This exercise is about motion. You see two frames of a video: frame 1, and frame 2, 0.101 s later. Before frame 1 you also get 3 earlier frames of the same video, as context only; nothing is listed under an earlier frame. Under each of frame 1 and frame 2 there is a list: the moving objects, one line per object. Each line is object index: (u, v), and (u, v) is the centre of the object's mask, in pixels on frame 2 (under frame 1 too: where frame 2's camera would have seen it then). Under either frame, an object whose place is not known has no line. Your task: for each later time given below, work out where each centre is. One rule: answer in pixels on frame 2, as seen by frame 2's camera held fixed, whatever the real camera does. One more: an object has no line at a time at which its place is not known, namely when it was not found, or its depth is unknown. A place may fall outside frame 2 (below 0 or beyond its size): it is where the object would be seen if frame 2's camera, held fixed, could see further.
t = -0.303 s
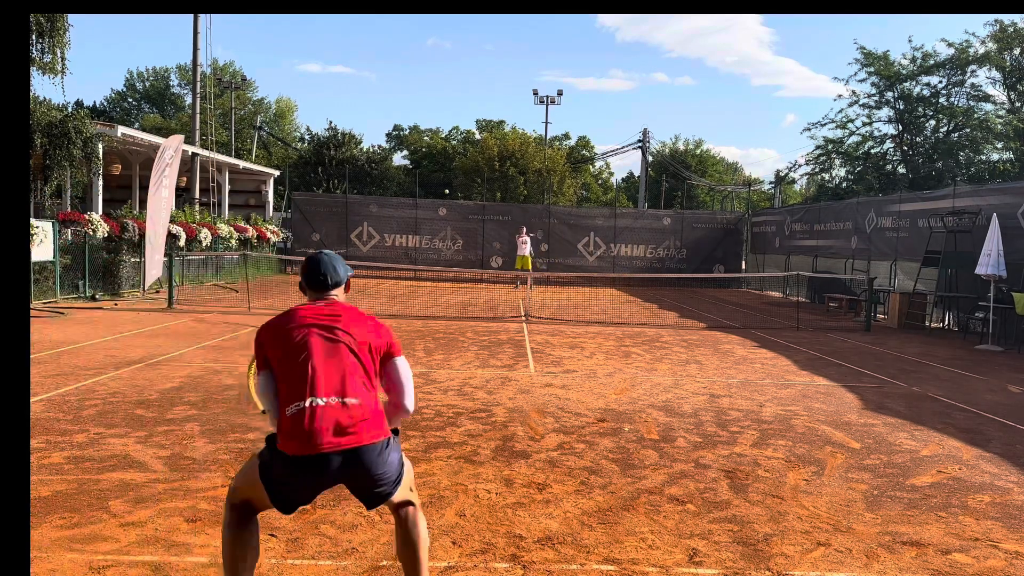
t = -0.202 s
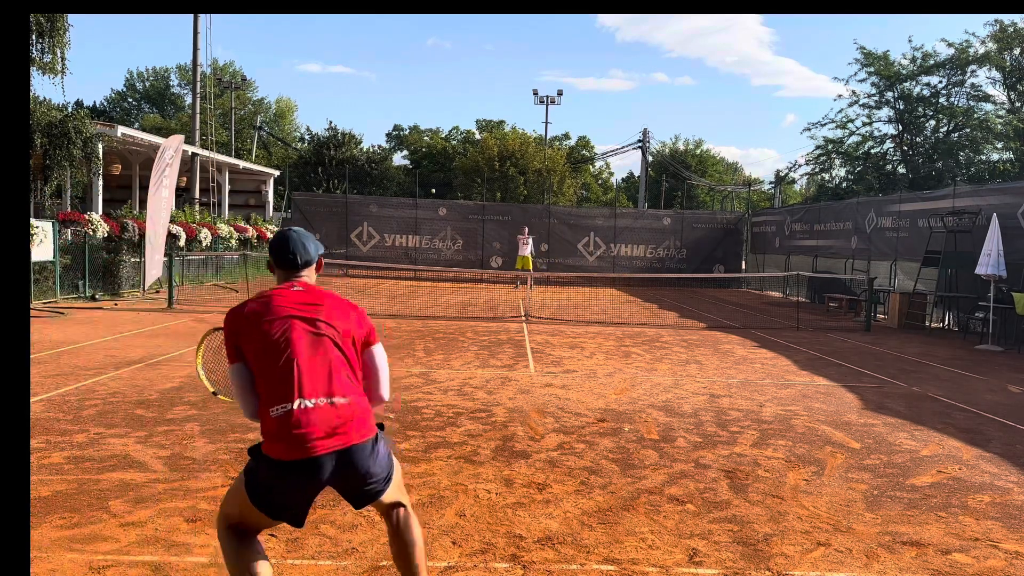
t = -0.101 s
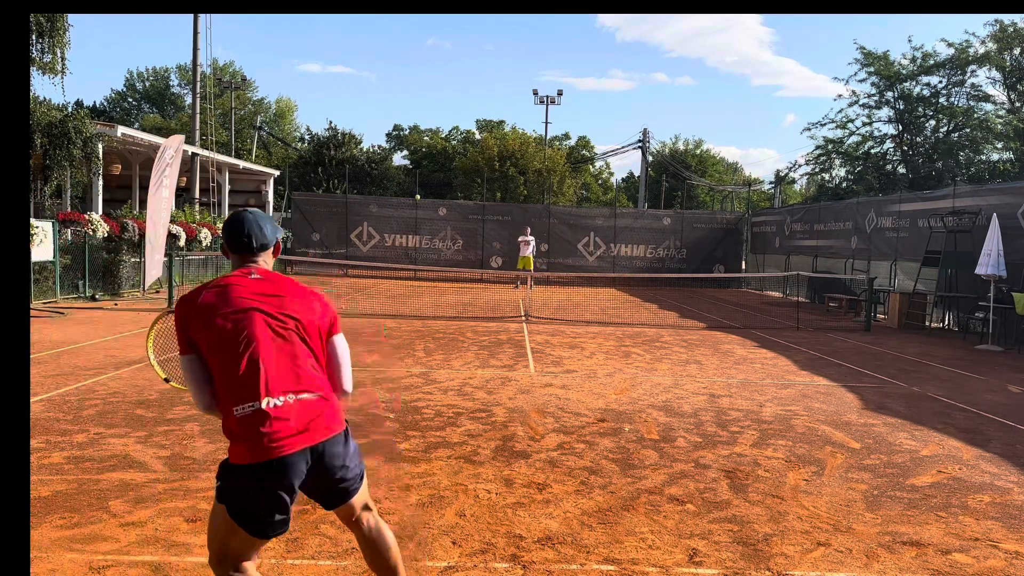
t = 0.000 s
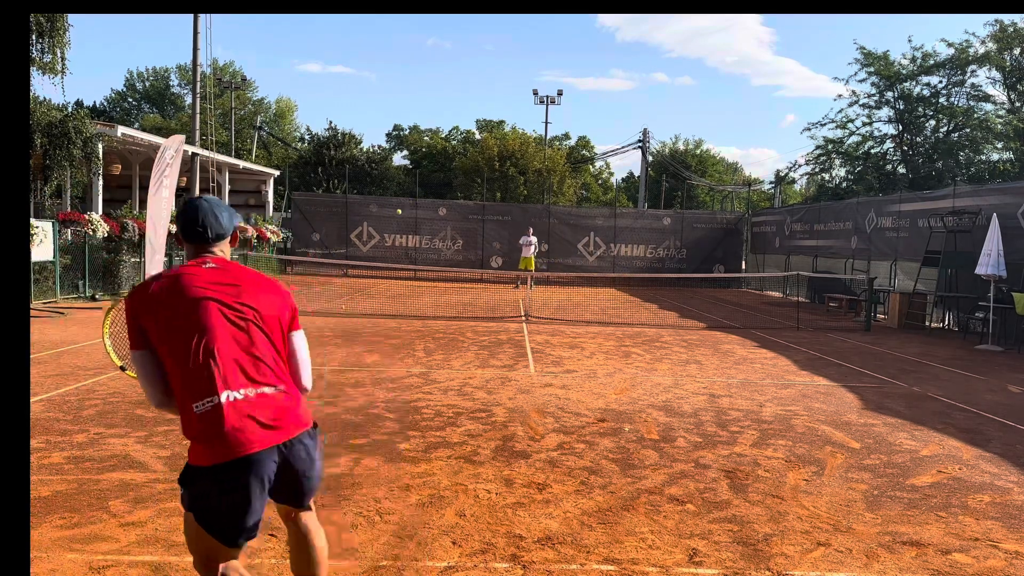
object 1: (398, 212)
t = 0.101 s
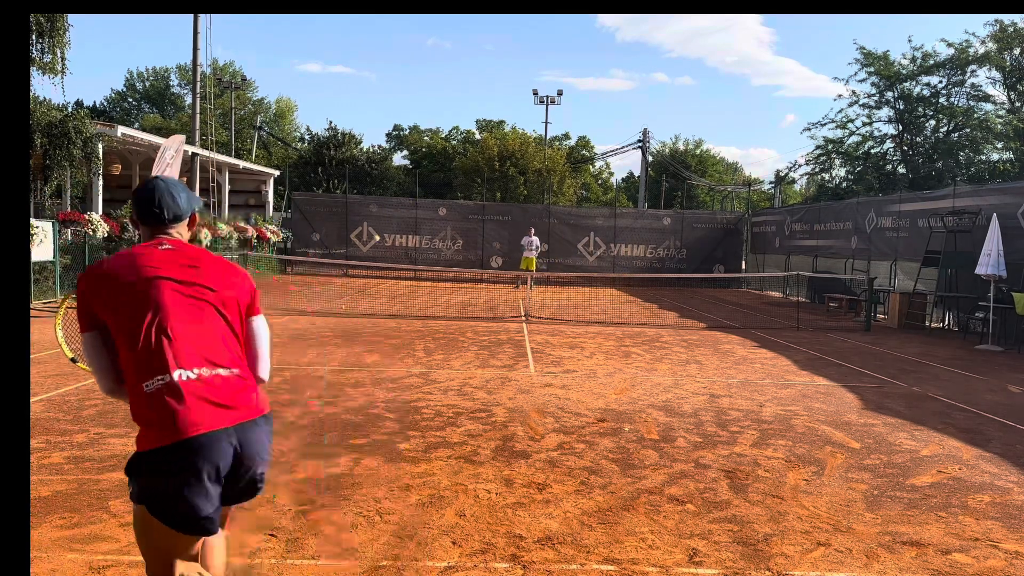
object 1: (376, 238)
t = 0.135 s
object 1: (368, 251)
